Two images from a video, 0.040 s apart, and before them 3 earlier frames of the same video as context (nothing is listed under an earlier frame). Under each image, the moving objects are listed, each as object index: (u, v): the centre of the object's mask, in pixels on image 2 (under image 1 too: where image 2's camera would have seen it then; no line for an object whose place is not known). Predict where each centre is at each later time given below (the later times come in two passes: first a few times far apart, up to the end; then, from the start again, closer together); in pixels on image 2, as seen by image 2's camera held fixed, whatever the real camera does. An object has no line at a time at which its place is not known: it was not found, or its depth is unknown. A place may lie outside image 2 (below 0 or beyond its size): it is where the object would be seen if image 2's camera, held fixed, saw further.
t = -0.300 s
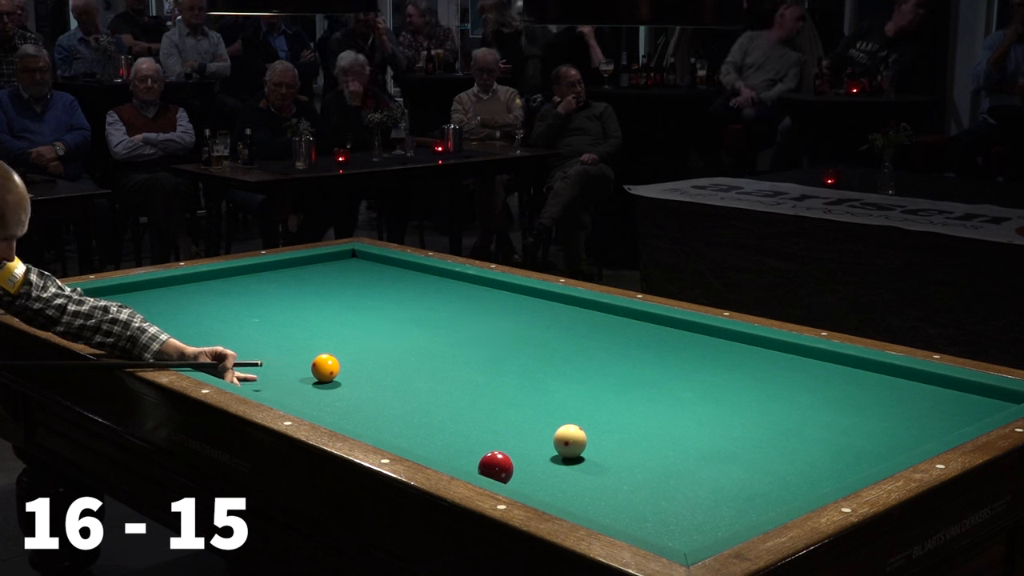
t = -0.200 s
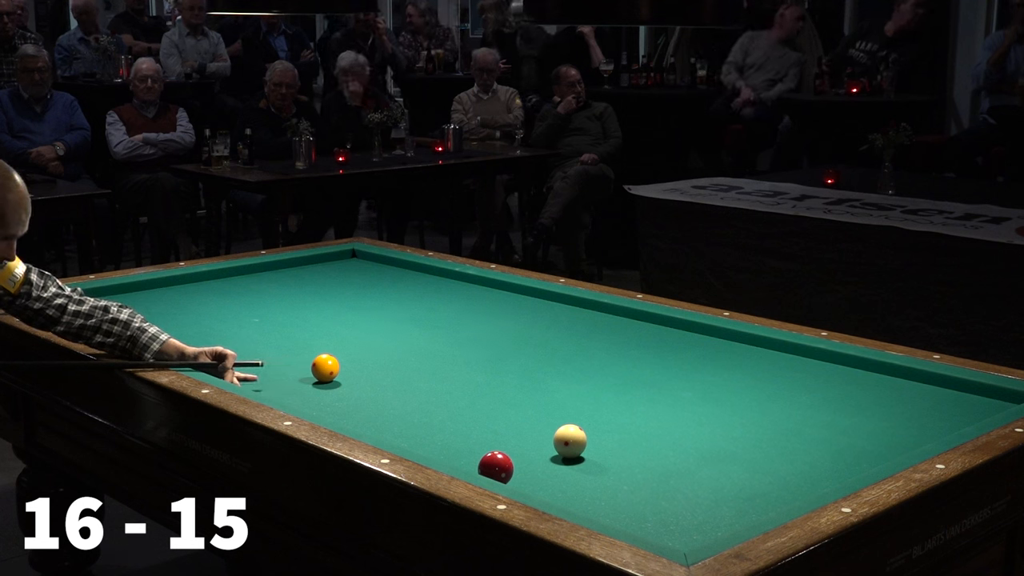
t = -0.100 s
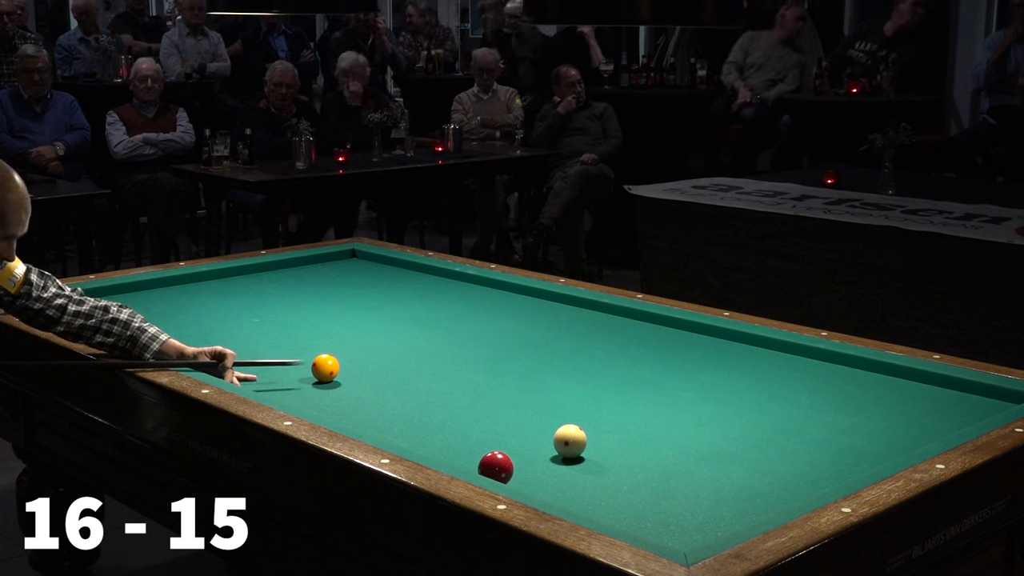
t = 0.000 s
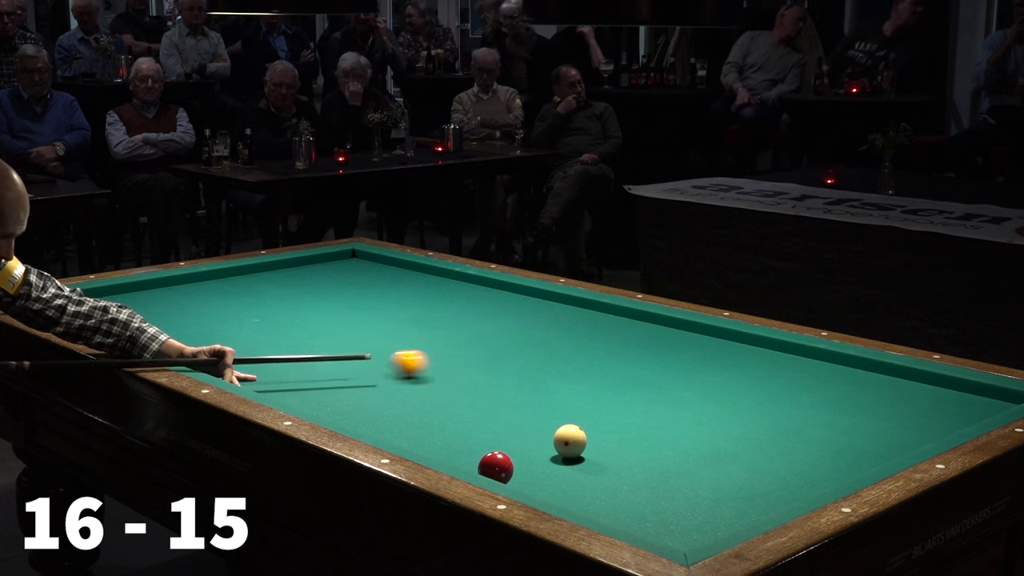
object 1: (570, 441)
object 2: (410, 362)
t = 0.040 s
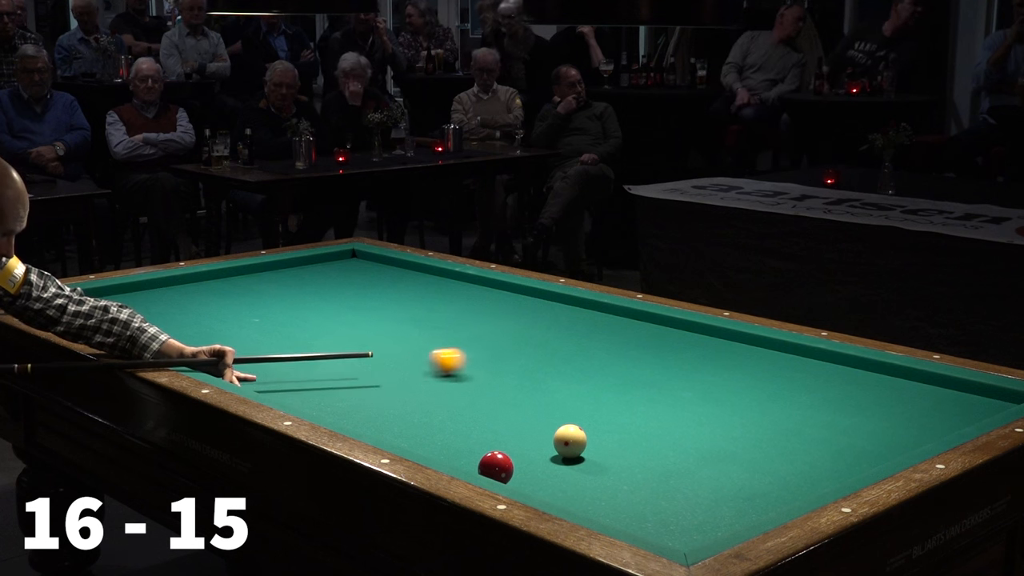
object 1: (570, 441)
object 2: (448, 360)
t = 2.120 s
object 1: (605, 432)
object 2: (491, 412)
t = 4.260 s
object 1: (754, 395)
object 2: (313, 281)
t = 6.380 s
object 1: (811, 380)
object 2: (430, 271)
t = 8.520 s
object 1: (815, 379)
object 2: (469, 296)
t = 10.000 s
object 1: (815, 379)
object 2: (489, 305)
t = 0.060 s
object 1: (570, 441)
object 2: (467, 360)
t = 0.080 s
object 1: (570, 441)
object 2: (485, 359)
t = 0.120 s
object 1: (570, 441)
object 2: (522, 357)
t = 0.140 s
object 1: (570, 441)
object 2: (540, 356)
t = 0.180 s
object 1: (570, 441)
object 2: (576, 354)
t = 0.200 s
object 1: (570, 441)
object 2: (595, 354)
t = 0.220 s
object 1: (570, 441)
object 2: (613, 353)
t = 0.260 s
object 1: (570, 441)
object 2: (648, 351)
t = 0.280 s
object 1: (570, 441)
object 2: (665, 350)
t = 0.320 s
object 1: (570, 441)
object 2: (700, 349)
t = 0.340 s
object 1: (570, 441)
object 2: (717, 348)
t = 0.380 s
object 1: (570, 441)
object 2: (752, 346)
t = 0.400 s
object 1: (570, 441)
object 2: (768, 345)
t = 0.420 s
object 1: (570, 441)
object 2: (782, 346)
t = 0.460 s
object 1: (570, 441)
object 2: (782, 353)
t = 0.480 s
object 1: (570, 441)
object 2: (782, 357)
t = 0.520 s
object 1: (570, 441)
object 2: (782, 364)
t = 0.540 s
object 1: (570, 441)
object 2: (783, 368)
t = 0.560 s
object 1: (570, 441)
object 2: (784, 372)
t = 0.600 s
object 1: (570, 441)
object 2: (787, 380)
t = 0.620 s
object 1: (570, 441)
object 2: (789, 384)
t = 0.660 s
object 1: (570, 441)
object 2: (793, 391)
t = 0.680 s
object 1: (570, 441)
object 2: (795, 395)
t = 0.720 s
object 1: (570, 441)
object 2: (800, 403)
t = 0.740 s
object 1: (570, 441)
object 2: (803, 407)
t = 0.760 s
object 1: (570, 441)
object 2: (805, 411)
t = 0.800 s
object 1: (570, 441)
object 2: (810, 420)
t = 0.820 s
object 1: (570, 441)
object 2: (813, 424)
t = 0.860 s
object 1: (570, 441)
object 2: (819, 433)
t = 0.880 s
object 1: (570, 441)
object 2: (821, 438)
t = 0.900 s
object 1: (570, 441)
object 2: (825, 442)
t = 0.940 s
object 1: (570, 441)
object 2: (830, 452)
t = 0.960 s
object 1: (570, 441)
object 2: (834, 457)
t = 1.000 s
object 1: (570, 441)
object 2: (839, 466)
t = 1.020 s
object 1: (570, 441)
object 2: (841, 469)
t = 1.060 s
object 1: (570, 441)
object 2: (820, 474)
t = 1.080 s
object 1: (570, 441)
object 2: (807, 476)
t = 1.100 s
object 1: (570, 441)
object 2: (794, 476)
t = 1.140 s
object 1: (570, 441)
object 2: (768, 478)
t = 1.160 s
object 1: (570, 441)
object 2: (756, 479)
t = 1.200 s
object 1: (570, 441)
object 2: (732, 481)
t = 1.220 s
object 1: (570, 441)
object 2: (719, 483)
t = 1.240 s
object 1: (570, 441)
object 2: (707, 484)
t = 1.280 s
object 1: (570, 441)
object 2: (682, 486)
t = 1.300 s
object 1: (570, 441)
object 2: (669, 487)
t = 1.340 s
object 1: (570, 441)
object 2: (645, 489)
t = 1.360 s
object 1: (570, 441)
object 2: (632, 490)
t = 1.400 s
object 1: (570, 441)
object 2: (607, 493)
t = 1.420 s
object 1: (570, 441)
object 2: (594, 494)
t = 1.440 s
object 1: (570, 441)
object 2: (582, 493)
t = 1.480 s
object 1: (570, 441)
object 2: (558, 491)
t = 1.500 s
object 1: (570, 441)
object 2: (553, 490)
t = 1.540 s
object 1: (570, 441)
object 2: (553, 485)
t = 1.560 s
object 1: (570, 441)
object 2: (552, 483)
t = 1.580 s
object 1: (570, 441)
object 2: (551, 480)
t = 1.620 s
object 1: (570, 441)
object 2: (549, 473)
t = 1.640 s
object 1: (570, 441)
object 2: (548, 469)
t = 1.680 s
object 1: (570, 440)
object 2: (546, 463)
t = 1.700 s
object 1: (571, 440)
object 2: (545, 460)
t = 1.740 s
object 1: (571, 440)
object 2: (543, 454)
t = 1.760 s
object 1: (571, 440)
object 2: (543, 451)
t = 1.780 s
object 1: (571, 440)
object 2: (542, 448)
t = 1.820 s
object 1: (574, 439)
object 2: (535, 443)
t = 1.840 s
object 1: (577, 439)
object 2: (532, 441)
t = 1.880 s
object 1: (581, 437)
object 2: (525, 437)
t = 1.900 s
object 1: (583, 437)
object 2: (522, 434)
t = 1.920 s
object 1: (585, 437)
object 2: (519, 432)
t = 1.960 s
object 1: (589, 436)
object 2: (514, 428)
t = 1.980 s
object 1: (591, 435)
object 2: (511, 426)
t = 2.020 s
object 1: (595, 434)
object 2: (505, 422)
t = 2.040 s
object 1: (597, 434)
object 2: (502, 419)
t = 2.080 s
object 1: (601, 433)
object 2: (496, 415)
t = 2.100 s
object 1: (603, 432)
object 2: (494, 413)
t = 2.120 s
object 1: (605, 432)
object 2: (491, 412)
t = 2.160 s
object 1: (609, 431)
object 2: (486, 408)
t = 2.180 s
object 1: (611, 430)
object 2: (483, 405)
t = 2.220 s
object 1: (614, 429)
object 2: (478, 402)
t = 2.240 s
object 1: (617, 429)
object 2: (476, 400)
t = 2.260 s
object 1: (618, 428)
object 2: (473, 398)
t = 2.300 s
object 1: (622, 427)
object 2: (468, 395)
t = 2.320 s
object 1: (624, 427)
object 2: (466, 393)
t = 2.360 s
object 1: (627, 426)
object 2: (461, 390)
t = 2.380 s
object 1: (629, 426)
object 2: (459, 388)
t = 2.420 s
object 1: (633, 425)
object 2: (454, 384)
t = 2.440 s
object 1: (634, 424)
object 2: (452, 383)
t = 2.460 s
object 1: (636, 424)
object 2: (450, 381)
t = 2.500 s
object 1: (640, 423)
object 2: (445, 378)
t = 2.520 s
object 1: (641, 423)
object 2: (443, 376)
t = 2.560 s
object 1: (645, 422)
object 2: (439, 373)
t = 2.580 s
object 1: (646, 421)
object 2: (437, 372)
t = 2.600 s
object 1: (648, 421)
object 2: (435, 370)
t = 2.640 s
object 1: (651, 420)
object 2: (431, 367)
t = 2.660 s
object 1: (653, 420)
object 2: (429, 366)
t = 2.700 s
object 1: (656, 419)
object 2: (425, 363)
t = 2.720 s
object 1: (658, 419)
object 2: (423, 361)
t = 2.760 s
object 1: (661, 418)
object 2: (419, 359)
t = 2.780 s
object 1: (663, 418)
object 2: (417, 357)
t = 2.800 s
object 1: (664, 417)
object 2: (415, 355)
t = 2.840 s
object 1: (667, 416)
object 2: (411, 353)
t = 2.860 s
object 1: (669, 416)
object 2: (409, 351)
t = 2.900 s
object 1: (672, 415)
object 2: (406, 349)
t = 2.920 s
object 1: (673, 415)
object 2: (404, 347)
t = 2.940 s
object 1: (675, 414)
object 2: (402, 346)
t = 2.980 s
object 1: (678, 414)
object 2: (399, 344)
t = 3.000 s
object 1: (679, 413)
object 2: (397, 342)
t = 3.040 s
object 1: (682, 412)
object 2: (394, 340)
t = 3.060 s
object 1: (684, 412)
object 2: (392, 339)
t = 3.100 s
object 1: (686, 411)
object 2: (389, 336)
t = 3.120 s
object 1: (688, 411)
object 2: (387, 335)
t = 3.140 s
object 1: (689, 411)
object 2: (385, 334)
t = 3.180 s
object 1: (692, 410)
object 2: (382, 331)
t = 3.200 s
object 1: (693, 410)
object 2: (381, 330)
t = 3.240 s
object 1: (696, 409)
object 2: (377, 328)
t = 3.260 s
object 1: (697, 409)
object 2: (376, 327)
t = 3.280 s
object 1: (699, 408)
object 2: (374, 326)
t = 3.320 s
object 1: (701, 408)
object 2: (371, 324)
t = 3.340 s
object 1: (703, 407)
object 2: (370, 323)
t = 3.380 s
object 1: (705, 407)
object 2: (367, 321)
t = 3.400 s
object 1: (707, 406)
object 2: (365, 319)
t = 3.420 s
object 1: (708, 406)
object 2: (364, 319)
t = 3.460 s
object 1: (710, 406)
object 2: (361, 317)
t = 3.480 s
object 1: (712, 405)
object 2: (360, 315)
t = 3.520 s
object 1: (714, 405)
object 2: (357, 313)
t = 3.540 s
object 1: (715, 404)
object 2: (356, 312)
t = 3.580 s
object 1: (718, 404)
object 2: (353, 310)
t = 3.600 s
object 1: (719, 403)
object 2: (352, 309)
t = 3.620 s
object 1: (720, 403)
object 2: (350, 308)
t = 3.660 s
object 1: (722, 403)
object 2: (348, 306)
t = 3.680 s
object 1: (724, 402)
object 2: (346, 306)
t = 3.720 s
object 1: (726, 402)
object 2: (344, 304)
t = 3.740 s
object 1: (727, 401)
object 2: (343, 303)
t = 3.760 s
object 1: (728, 401)
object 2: (342, 302)
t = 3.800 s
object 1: (731, 401)
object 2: (339, 300)
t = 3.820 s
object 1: (732, 400)
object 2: (338, 299)
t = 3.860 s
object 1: (734, 400)
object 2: (336, 297)
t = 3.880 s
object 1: (735, 400)
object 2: (334, 297)
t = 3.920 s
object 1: (737, 399)
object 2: (332, 295)
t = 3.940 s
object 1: (738, 399)
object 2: (331, 294)
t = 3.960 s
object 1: (739, 398)
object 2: (330, 293)
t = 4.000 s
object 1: (741, 398)
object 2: (327, 291)
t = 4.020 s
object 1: (742, 398)
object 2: (326, 291)
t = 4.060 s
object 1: (744, 397)
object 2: (324, 289)
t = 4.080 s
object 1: (745, 397)
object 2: (323, 288)
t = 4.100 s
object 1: (746, 397)
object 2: (322, 287)
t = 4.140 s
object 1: (748, 396)
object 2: (320, 286)
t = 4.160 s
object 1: (749, 396)
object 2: (319, 285)
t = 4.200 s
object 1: (751, 395)
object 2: (316, 284)
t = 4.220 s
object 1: (752, 395)
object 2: (315, 283)
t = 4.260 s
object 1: (754, 395)
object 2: (313, 281)
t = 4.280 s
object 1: (755, 395)
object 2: (312, 281)
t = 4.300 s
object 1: (756, 394)
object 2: (311, 280)
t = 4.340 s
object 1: (758, 394)
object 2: (309, 279)
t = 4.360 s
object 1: (759, 394)
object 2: (308, 278)
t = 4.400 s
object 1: (760, 393)
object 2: (306, 276)
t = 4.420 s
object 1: (761, 393)
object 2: (305, 275)
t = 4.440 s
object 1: (762, 393)
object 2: (304, 275)
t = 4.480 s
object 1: (764, 393)
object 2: (302, 273)
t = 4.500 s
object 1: (765, 392)
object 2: (302, 273)
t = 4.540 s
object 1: (766, 392)
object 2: (300, 272)
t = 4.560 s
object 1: (767, 392)
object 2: (299, 271)
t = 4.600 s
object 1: (769, 391)
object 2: (297, 270)
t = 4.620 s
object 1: (769, 391)
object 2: (296, 269)
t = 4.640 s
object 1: (770, 391)
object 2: (295, 268)
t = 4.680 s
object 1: (772, 390)
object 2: (294, 267)
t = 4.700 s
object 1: (773, 390)
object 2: (293, 266)
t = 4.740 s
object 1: (774, 390)
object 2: (291, 265)
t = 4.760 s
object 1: (775, 390)
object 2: (290, 264)
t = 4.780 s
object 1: (776, 389)
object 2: (289, 264)
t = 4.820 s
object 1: (777, 389)
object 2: (287, 262)
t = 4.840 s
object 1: (778, 389)
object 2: (287, 262)
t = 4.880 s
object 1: (779, 389)
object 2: (292, 262)
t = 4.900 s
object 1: (779, 388)
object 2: (294, 262)
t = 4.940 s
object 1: (781, 388)
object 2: (299, 263)
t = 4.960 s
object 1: (781, 388)
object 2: (301, 263)
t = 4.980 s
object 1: (782, 388)
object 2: (303, 263)
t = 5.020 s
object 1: (783, 387)
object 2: (308, 263)
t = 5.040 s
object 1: (784, 387)
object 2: (310, 263)
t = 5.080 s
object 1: (785, 387)
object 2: (314, 263)
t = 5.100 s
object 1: (786, 387)
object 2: (316, 263)
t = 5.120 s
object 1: (786, 386)
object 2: (319, 263)
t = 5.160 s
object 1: (788, 386)
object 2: (323, 263)
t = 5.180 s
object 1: (788, 386)
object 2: (325, 264)
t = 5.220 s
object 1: (789, 386)
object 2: (330, 264)
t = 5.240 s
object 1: (790, 386)
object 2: (332, 264)
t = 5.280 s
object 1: (791, 385)
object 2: (336, 264)
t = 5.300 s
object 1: (792, 385)
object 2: (338, 264)
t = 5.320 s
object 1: (792, 385)
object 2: (340, 264)
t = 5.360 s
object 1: (793, 385)
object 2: (345, 265)
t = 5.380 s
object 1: (794, 385)
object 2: (347, 265)
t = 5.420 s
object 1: (795, 384)
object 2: (351, 265)
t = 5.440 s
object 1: (795, 384)
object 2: (353, 265)
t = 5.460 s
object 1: (796, 384)
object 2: (355, 265)
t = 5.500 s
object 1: (797, 384)
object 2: (360, 265)
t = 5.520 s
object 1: (797, 384)
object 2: (362, 265)
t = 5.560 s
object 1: (798, 384)
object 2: (366, 265)
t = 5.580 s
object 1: (799, 383)
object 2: (368, 266)
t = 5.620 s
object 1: (799, 383)
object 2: (372, 266)
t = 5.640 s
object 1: (800, 383)
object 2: (374, 266)
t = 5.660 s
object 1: (800, 383)
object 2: (376, 266)
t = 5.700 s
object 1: (801, 383)
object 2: (380, 266)
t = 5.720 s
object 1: (801, 383)
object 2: (383, 266)
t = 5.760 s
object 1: (802, 382)
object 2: (387, 267)
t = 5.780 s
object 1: (802, 382)
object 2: (389, 267)
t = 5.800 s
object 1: (803, 382)
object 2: (391, 267)
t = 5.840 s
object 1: (804, 382)
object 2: (395, 267)
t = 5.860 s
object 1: (804, 382)
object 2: (397, 267)
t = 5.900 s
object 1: (804, 382)
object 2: (401, 267)
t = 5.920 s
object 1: (805, 381)
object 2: (403, 267)
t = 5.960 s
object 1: (805, 381)
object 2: (407, 268)
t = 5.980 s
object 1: (806, 381)
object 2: (409, 268)
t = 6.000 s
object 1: (806, 381)
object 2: (411, 268)
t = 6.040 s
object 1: (807, 381)
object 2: (416, 268)
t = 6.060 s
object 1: (807, 381)
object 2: (417, 268)
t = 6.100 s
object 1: (808, 381)
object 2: (421, 268)
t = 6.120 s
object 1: (808, 381)
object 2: (423, 269)
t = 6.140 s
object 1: (808, 380)
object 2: (425, 268)
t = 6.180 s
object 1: (809, 380)
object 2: (426, 269)
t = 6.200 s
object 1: (809, 380)
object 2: (427, 269)
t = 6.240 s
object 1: (810, 380)
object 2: (428, 269)
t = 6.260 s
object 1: (810, 380)
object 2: (428, 270)
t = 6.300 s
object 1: (810, 380)
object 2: (429, 270)
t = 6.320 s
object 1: (811, 380)
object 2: (429, 271)
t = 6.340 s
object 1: (811, 380)
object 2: (430, 271)
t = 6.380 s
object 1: (811, 380)
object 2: (430, 271)
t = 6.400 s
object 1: (812, 379)
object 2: (431, 272)
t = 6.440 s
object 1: (812, 379)
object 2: (432, 272)
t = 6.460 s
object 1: (812, 380)
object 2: (432, 273)
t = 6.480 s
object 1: (812, 380)
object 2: (432, 273)
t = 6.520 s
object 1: (813, 379)
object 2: (433, 273)
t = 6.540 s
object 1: (813, 379)
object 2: (434, 274)
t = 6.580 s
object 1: (813, 379)
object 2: (434, 274)
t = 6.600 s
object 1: (814, 379)
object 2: (435, 274)
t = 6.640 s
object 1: (814, 379)
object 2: (436, 275)
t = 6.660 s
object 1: (814, 379)
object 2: (436, 275)
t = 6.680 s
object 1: (814, 379)
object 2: (436, 276)
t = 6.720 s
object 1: (814, 379)
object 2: (437, 276)
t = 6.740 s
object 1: (815, 379)
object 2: (438, 276)
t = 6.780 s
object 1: (815, 379)
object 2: (438, 277)
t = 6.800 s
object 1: (815, 379)
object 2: (439, 277)
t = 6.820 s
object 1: (815, 379)
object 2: (439, 277)
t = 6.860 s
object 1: (815, 379)
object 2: (440, 278)
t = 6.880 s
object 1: (815, 379)
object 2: (440, 278)
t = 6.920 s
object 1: (815, 379)
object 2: (441, 279)
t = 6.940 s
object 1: (815, 379)
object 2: (442, 279)
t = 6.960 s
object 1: (815, 379)
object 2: (442, 279)
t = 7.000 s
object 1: (815, 379)
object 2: (443, 279)
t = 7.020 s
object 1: (815, 379)
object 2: (443, 279)
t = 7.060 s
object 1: (815, 379)
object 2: (444, 280)
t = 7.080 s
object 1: (815, 379)
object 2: (444, 280)
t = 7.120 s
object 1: (815, 379)
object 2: (445, 281)
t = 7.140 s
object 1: (815, 379)
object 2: (445, 281)
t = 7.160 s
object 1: (815, 379)
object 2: (446, 281)
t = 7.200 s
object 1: (815, 379)
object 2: (446, 282)
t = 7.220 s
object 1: (815, 379)
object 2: (447, 282)
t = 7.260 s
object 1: (815, 379)
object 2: (448, 283)
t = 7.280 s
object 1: (815, 379)
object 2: (448, 283)
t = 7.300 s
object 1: (815, 379)
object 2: (448, 283)
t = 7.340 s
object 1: (815, 379)
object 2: (449, 284)
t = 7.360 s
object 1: (815, 379)
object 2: (450, 284)
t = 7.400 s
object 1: (815, 379)
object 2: (450, 284)
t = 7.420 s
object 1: (815, 379)
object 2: (451, 285)
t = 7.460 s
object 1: (815, 379)
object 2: (451, 285)
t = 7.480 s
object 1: (815, 379)
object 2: (452, 285)
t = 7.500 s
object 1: (815, 379)
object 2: (452, 286)
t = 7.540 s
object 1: (815, 379)
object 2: (453, 286)
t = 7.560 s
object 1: (815, 379)
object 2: (453, 286)
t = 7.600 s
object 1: (815, 379)
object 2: (454, 287)
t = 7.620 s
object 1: (815, 379)
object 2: (454, 287)
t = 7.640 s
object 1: (815, 379)
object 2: (455, 287)
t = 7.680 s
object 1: (815, 379)
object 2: (455, 287)
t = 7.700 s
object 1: (815, 379)
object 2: (456, 288)
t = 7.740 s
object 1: (815, 379)
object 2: (456, 288)
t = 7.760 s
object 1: (815, 379)
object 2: (457, 289)
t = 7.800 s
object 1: (815, 379)
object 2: (457, 289)
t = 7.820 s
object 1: (815, 379)
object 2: (458, 289)
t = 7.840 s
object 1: (815, 379)
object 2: (458, 289)
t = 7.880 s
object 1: (815, 379)
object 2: (459, 290)
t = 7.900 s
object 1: (815, 379)
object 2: (459, 290)
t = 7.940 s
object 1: (815, 379)
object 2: (460, 290)
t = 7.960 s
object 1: (815, 379)
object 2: (460, 291)
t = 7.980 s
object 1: (815, 379)
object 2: (460, 291)
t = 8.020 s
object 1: (815, 379)
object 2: (461, 291)
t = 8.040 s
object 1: (815, 379)
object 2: (461, 291)
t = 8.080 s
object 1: (815, 379)
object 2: (462, 292)
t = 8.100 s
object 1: (815, 379)
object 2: (462, 292)
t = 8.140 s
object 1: (815, 379)
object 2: (463, 293)
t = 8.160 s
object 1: (815, 379)
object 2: (463, 293)
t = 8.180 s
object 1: (815, 379)
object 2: (463, 293)
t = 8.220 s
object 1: (815, 379)
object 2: (464, 293)
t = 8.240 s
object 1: (815, 379)
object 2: (464, 293)
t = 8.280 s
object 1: (815, 379)
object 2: (465, 294)
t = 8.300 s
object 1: (815, 379)
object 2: (465, 294)
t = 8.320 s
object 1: (815, 379)
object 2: (466, 294)
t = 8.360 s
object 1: (815, 379)
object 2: (466, 295)
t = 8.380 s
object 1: (815, 379)
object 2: (467, 295)
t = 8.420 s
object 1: (815, 379)
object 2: (467, 295)
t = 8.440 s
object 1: (815, 379)
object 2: (468, 295)
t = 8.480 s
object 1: (815, 379)
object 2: (468, 295)
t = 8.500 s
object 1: (815, 379)
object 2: (469, 296)
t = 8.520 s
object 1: (815, 379)
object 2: (469, 296)
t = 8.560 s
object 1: (815, 379)
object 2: (470, 296)
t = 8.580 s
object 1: (815, 379)
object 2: (470, 296)
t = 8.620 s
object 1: (815, 379)
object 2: (471, 297)
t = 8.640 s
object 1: (815, 379)
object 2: (471, 297)
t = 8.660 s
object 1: (815, 379)
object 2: (471, 297)
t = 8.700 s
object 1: (815, 379)
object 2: (472, 297)
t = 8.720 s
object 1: (815, 379)
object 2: (472, 297)
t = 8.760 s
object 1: (815, 379)
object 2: (473, 298)
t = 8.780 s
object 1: (815, 379)
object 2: (473, 298)
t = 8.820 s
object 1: (815, 379)
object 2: (474, 298)
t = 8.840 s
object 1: (815, 379)
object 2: (474, 298)
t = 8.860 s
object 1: (815, 379)
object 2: (474, 299)
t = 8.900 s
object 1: (815, 379)
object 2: (475, 299)
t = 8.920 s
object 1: (815, 379)
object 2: (475, 299)
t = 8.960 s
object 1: (815, 379)
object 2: (476, 299)
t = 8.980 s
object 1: (815, 379)
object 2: (476, 299)
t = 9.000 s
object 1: (815, 379)
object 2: (476, 299)
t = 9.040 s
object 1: (815, 379)
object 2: (477, 300)
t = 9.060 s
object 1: (815, 379)
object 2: (478, 300)
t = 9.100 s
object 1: (815, 379)
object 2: (478, 300)
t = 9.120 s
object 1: (815, 379)
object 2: (478, 300)
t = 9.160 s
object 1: (815, 379)
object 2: (479, 301)
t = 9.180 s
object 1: (815, 379)
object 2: (480, 301)
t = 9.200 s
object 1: (815, 379)
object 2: (480, 301)
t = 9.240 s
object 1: (815, 379)
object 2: (480, 301)
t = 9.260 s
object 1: (815, 379)
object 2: (481, 301)
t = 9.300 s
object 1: (815, 379)
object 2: (481, 302)
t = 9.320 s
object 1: (815, 379)
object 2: (481, 302)
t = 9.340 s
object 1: (815, 379)
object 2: (482, 302)
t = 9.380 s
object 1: (815, 379)
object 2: (482, 302)
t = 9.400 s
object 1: (815, 379)
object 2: (482, 302)
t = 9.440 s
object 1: (815, 379)
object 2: (483, 302)
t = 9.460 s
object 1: (815, 379)
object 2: (483, 303)
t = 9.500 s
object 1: (815, 379)
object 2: (484, 303)
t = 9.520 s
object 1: (815, 379)
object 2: (484, 303)
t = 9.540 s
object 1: (815, 379)
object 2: (484, 303)
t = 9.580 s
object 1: (815, 379)
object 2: (485, 303)
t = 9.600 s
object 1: (815, 379)
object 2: (485, 303)
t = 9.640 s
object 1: (815, 379)
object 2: (485, 303)
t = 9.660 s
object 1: (815, 379)
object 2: (486, 303)
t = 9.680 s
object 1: (815, 379)
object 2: (486, 303)
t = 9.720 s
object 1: (815, 379)
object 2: (486, 304)
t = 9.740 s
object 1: (815, 379)
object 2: (486, 304)
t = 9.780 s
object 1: (815, 379)
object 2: (487, 304)
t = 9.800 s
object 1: (815, 379)
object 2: (487, 304)
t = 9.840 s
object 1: (815, 379)
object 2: (488, 304)
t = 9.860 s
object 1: (815, 379)
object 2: (488, 304)
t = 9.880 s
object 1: (815, 379)
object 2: (488, 304)
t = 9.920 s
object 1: (815, 379)
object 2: (489, 304)
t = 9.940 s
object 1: (815, 379)
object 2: (489, 305)
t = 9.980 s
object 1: (815, 379)
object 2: (489, 305)
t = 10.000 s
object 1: (815, 379)
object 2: (489, 305)
